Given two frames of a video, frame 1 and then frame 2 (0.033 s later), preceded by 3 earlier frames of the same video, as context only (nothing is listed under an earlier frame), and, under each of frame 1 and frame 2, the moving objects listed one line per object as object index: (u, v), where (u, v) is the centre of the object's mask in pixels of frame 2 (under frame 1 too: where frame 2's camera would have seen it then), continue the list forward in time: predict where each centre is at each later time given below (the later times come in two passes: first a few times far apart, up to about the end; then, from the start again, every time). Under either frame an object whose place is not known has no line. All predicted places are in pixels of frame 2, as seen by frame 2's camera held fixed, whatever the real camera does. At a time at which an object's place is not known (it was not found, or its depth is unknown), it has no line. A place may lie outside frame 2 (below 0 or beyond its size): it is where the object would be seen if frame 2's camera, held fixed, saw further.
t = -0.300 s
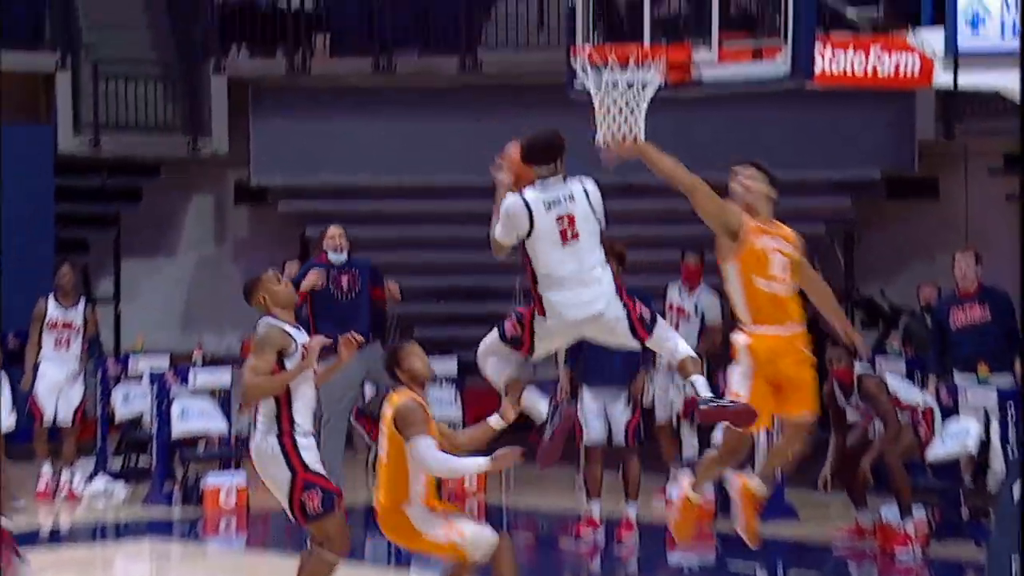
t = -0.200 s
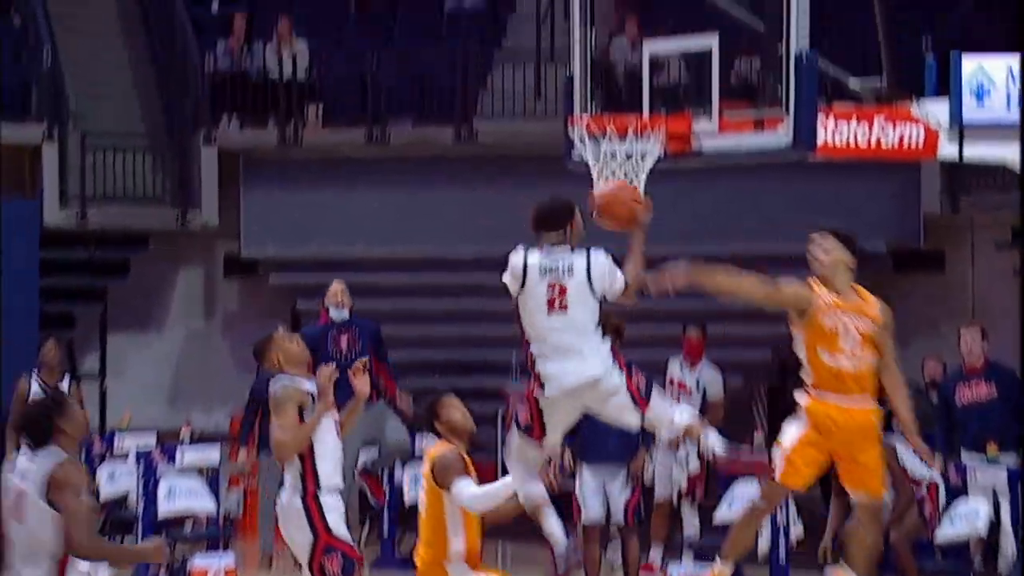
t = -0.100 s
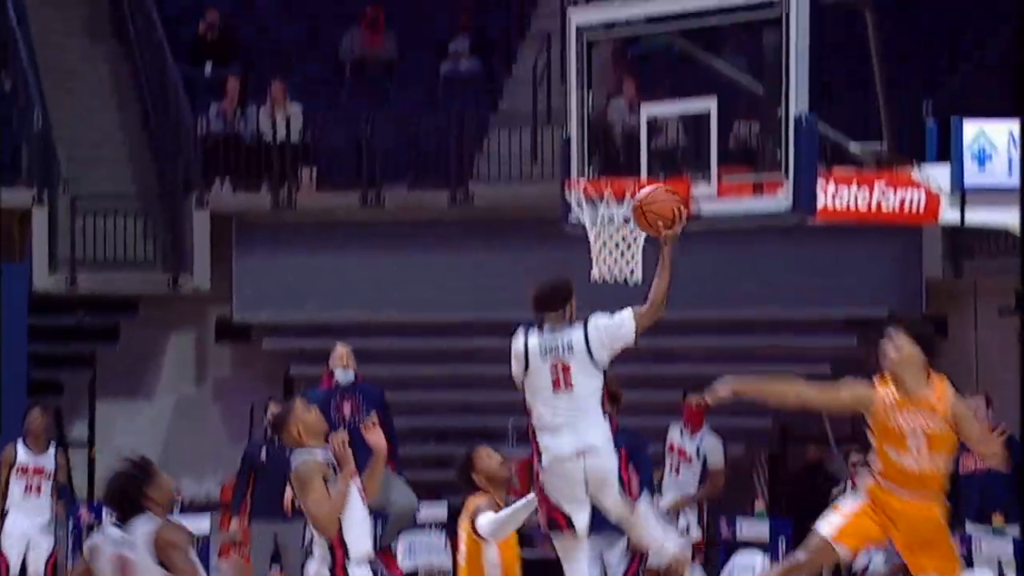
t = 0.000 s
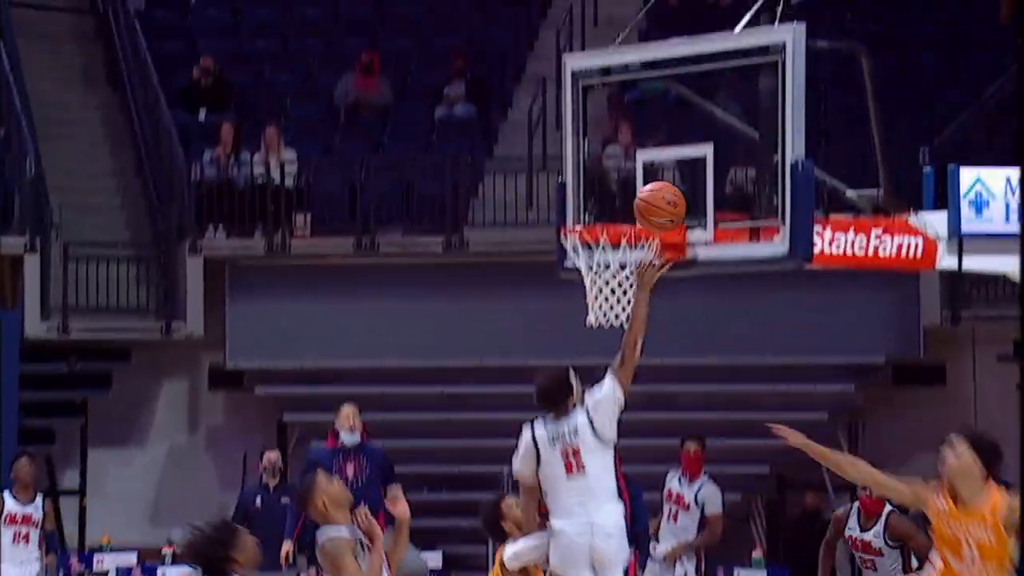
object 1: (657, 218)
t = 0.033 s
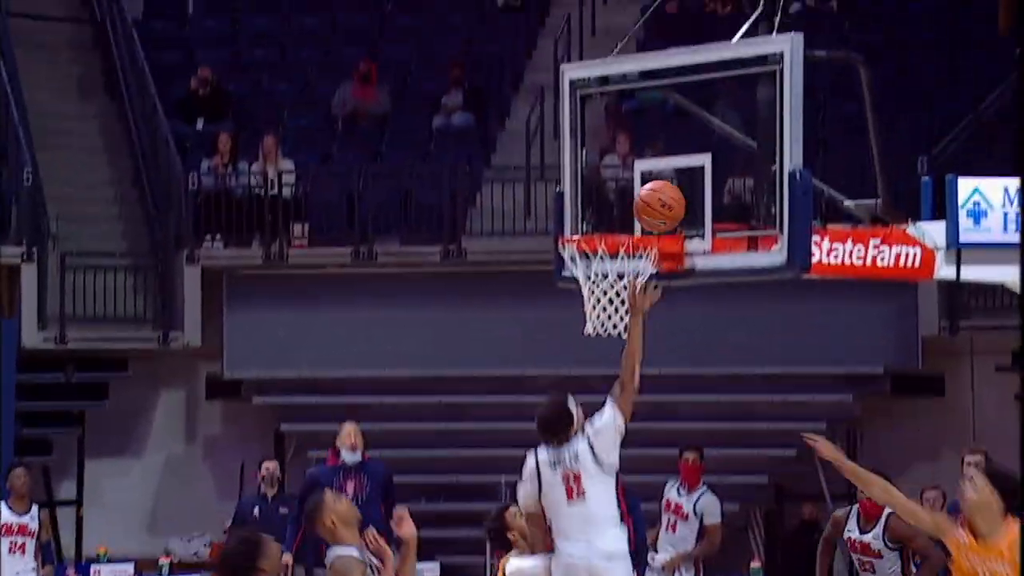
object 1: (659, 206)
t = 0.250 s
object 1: (669, 191)
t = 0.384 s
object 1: (630, 215)
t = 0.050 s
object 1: (660, 201)
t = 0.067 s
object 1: (661, 197)
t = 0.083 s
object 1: (662, 194)
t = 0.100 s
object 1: (663, 191)
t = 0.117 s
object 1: (664, 188)
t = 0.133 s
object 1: (664, 187)
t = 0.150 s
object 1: (665, 186)
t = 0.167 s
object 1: (666, 185)
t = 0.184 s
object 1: (667, 186)
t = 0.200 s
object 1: (668, 186)
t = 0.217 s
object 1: (668, 188)
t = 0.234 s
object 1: (669, 189)
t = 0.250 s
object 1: (669, 191)
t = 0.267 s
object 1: (670, 194)
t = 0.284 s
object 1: (668, 196)
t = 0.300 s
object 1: (662, 198)
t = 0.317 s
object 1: (656, 201)
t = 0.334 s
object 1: (649, 204)
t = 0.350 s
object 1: (642, 208)
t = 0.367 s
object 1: (636, 212)
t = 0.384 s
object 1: (630, 215)
